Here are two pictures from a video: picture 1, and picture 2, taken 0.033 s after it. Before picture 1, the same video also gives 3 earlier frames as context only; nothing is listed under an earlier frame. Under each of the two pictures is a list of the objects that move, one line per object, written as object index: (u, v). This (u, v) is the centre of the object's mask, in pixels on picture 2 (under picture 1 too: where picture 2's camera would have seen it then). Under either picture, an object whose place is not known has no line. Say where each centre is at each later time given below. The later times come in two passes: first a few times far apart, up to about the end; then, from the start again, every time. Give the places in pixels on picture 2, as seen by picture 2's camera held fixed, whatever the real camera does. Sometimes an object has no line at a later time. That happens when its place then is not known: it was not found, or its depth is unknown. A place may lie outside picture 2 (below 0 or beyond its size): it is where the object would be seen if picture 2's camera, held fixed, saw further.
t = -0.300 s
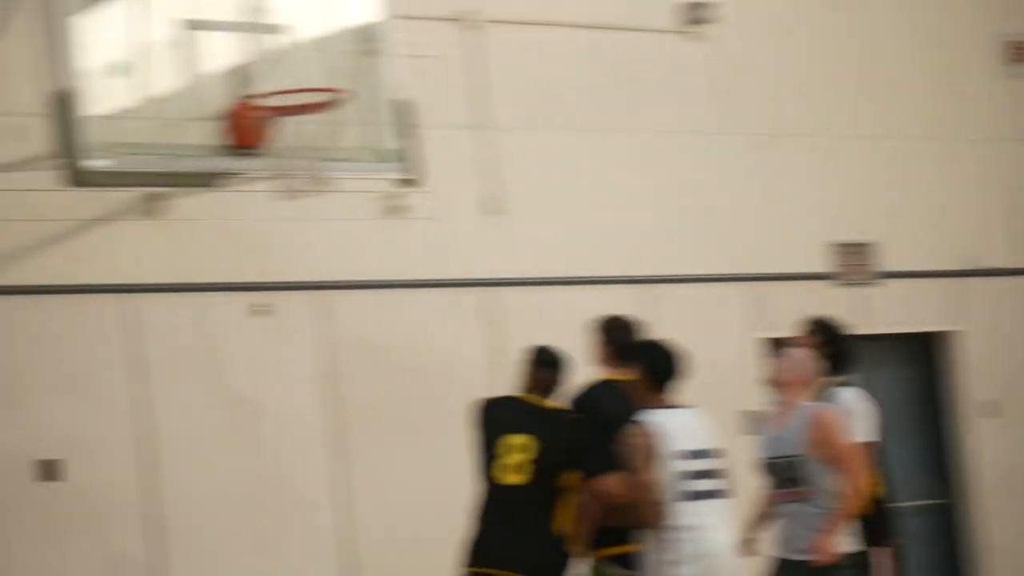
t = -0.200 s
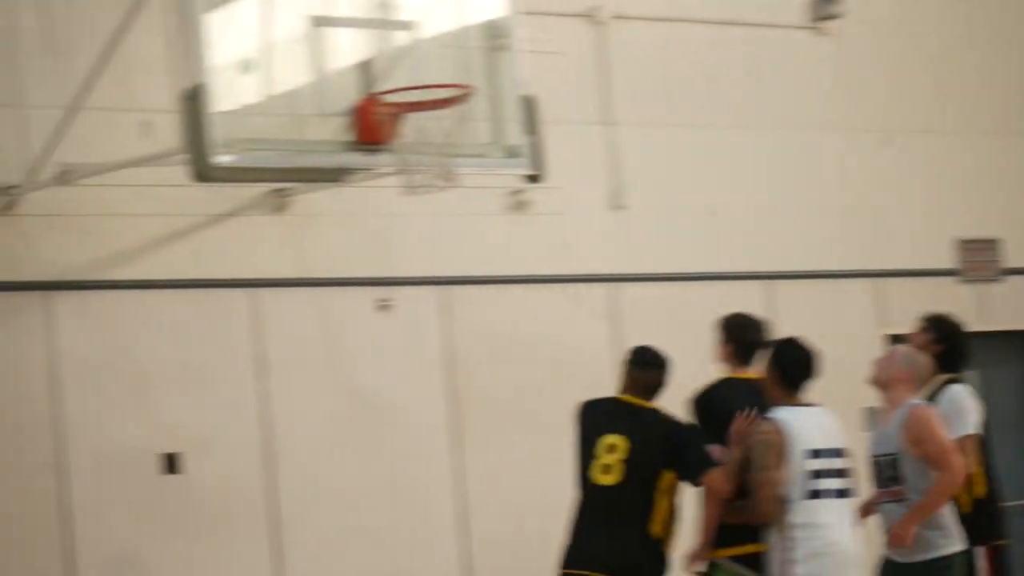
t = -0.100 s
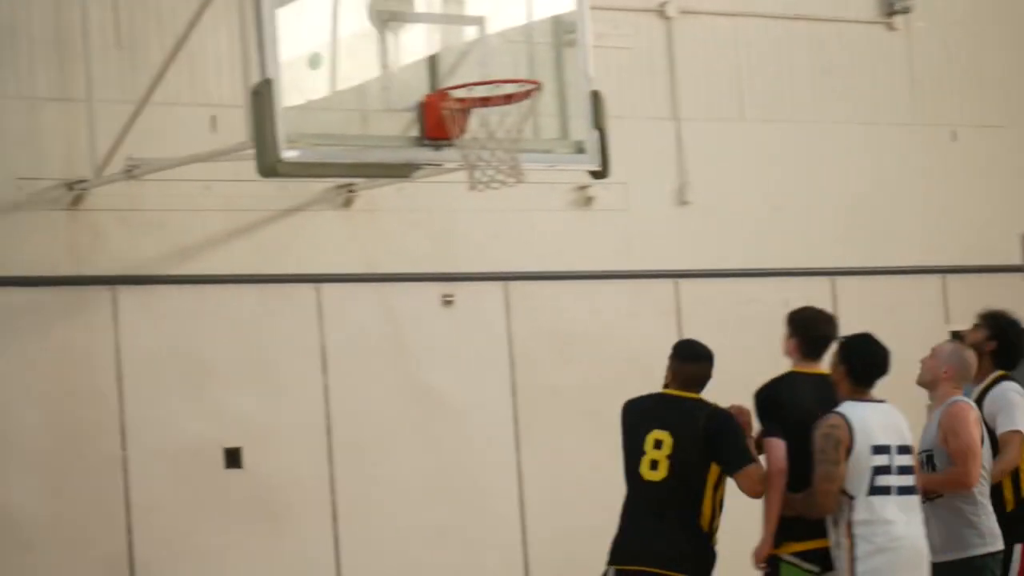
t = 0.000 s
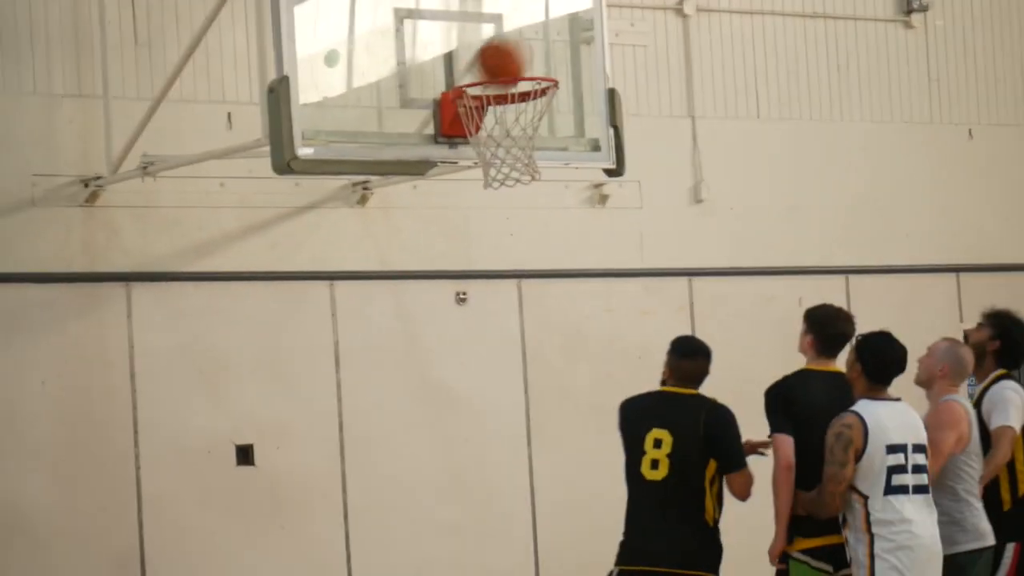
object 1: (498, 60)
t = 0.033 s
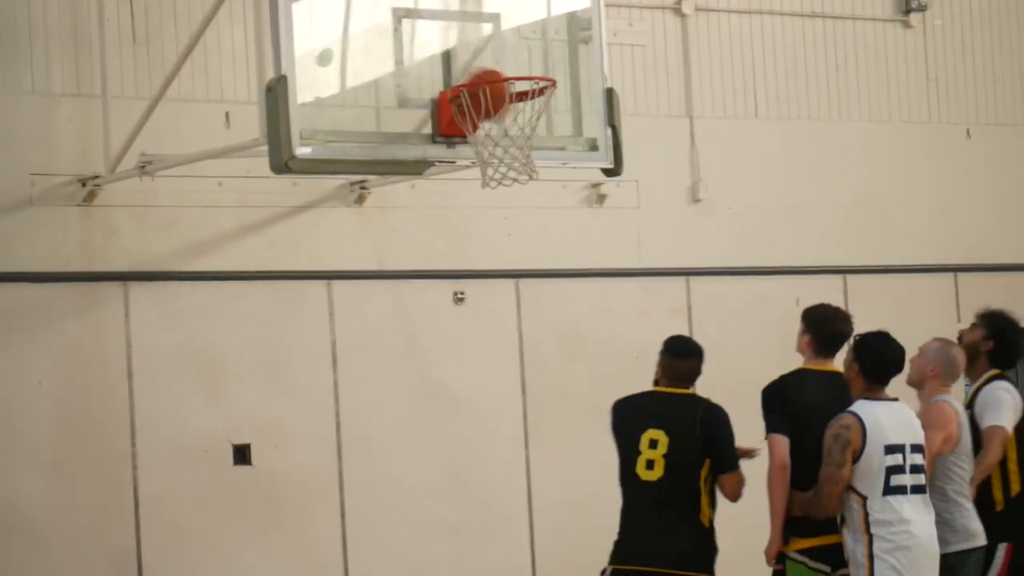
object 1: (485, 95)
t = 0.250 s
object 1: (549, 114)
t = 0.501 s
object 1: (508, 199)
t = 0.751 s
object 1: (455, 393)
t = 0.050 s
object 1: (503, 103)
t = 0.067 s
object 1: (522, 110)
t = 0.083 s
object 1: (534, 113)
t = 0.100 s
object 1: (543, 111)
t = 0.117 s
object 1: (548, 110)
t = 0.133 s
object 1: (552, 109)
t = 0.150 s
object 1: (556, 110)
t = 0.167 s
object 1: (557, 110)
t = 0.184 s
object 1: (555, 109)
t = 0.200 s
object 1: (554, 110)
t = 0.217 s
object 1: (553, 110)
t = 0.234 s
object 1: (550, 112)
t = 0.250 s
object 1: (549, 114)
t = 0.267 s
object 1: (547, 117)
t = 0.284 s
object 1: (546, 120)
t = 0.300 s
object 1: (544, 125)
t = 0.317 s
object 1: (543, 129)
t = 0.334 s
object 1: (542, 134)
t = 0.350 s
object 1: (540, 139)
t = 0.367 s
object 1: (537, 145)
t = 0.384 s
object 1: (535, 151)
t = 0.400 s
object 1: (531, 156)
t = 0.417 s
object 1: (527, 162)
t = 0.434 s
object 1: (524, 169)
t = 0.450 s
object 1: (520, 176)
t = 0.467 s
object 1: (516, 190)
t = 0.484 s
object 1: (511, 194)
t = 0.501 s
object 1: (508, 199)
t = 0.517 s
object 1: (504, 208)
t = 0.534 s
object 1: (500, 217)
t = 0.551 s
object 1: (496, 227)
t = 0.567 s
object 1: (492, 237)
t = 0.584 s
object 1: (489, 249)
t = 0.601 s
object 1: (485, 260)
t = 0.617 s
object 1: (481, 273)
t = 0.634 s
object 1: (478, 286)
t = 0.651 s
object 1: (475, 300)
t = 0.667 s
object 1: (471, 314)
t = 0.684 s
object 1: (468, 328)
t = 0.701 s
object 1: (465, 343)
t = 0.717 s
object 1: (461, 359)
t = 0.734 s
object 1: (458, 376)
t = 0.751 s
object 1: (455, 393)
